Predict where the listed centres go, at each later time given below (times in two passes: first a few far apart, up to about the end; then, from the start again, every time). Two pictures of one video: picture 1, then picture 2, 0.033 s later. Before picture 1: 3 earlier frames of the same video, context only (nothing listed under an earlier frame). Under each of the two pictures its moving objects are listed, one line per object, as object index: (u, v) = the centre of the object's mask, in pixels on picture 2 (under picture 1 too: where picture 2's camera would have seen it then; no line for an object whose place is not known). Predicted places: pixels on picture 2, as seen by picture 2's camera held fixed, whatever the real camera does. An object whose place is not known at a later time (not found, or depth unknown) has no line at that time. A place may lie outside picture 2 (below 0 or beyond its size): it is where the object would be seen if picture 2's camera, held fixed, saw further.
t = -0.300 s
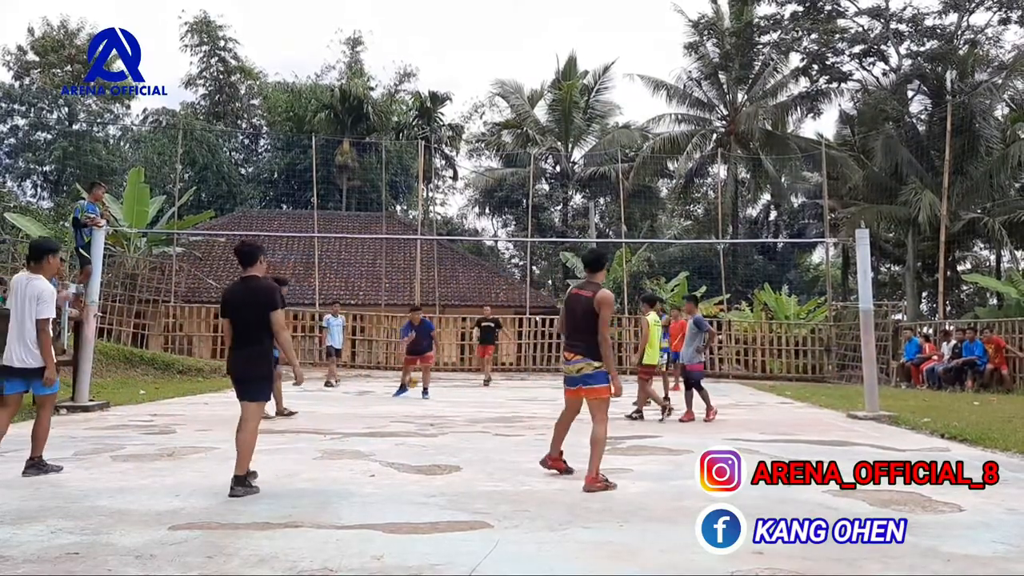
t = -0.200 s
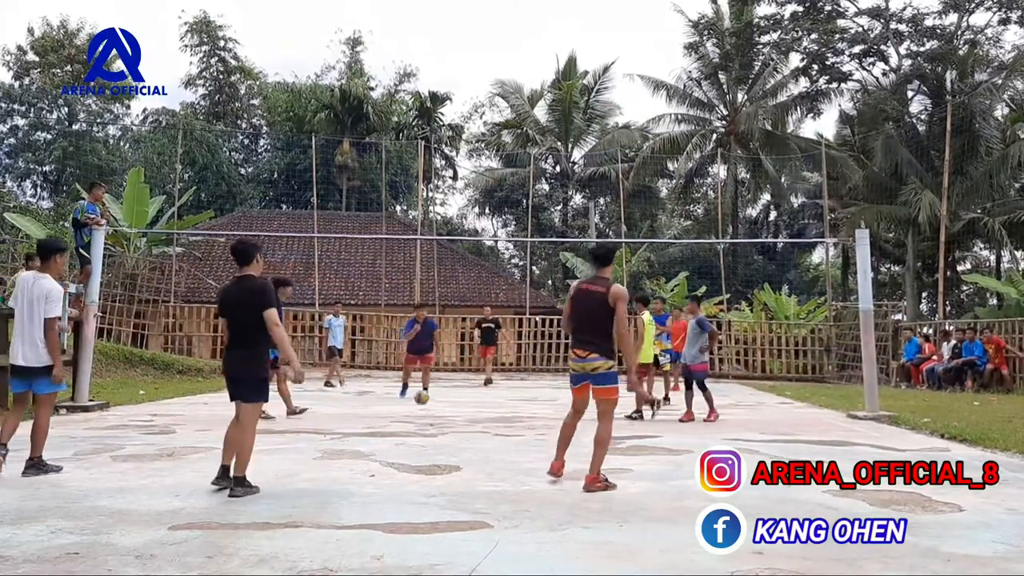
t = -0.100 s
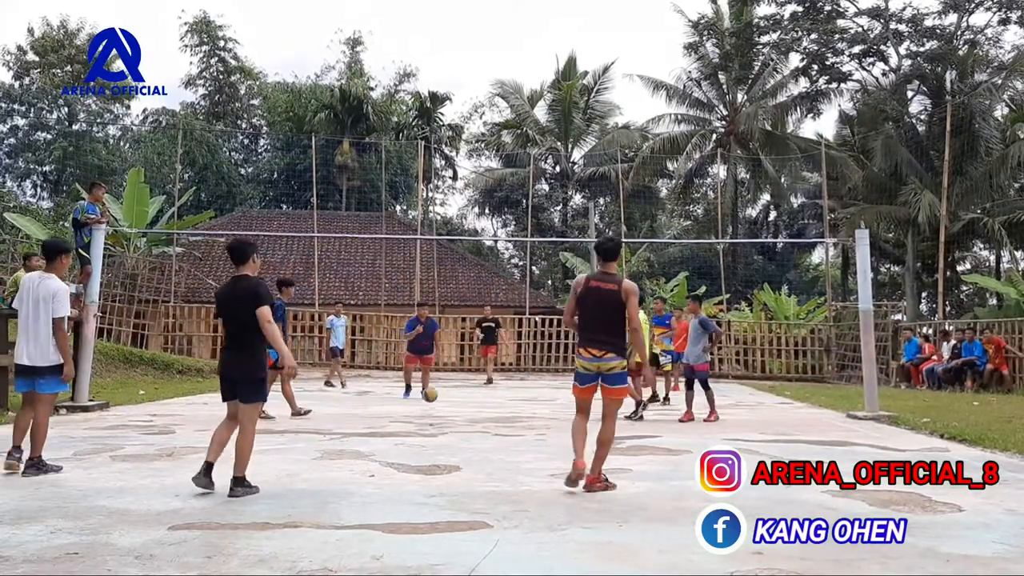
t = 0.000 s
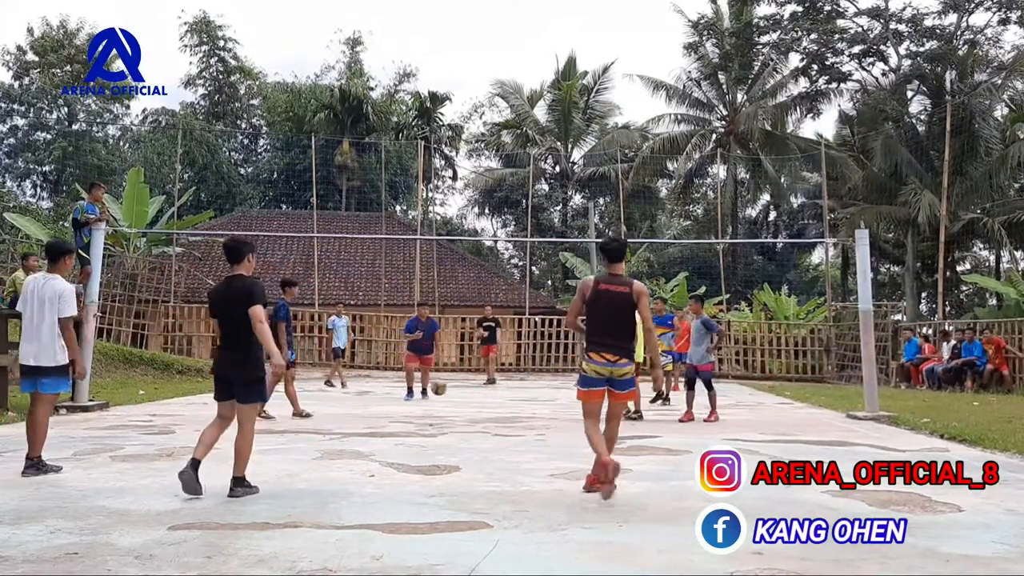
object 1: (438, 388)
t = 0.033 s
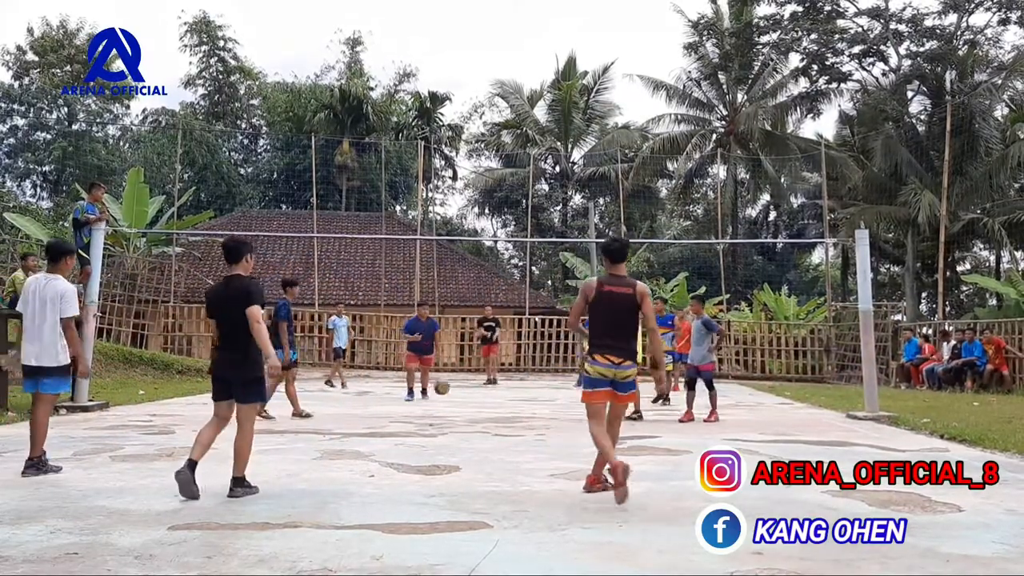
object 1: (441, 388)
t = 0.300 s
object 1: (469, 415)
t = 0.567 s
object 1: (502, 408)
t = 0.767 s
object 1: (533, 441)
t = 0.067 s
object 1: (445, 387)
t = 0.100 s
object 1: (448, 388)
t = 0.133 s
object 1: (451, 390)
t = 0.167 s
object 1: (454, 392)
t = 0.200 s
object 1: (458, 397)
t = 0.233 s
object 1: (461, 402)
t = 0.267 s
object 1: (464, 408)
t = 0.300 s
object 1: (469, 415)
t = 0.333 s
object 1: (472, 420)
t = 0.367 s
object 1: (476, 416)
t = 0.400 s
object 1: (480, 412)
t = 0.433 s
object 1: (484, 409)
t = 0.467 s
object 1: (489, 407)
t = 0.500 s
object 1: (493, 406)
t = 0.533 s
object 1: (498, 407)
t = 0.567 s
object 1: (502, 408)
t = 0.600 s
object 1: (507, 411)
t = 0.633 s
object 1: (512, 415)
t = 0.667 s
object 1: (517, 420)
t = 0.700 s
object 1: (522, 427)
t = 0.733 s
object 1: (527, 435)
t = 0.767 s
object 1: (533, 441)
